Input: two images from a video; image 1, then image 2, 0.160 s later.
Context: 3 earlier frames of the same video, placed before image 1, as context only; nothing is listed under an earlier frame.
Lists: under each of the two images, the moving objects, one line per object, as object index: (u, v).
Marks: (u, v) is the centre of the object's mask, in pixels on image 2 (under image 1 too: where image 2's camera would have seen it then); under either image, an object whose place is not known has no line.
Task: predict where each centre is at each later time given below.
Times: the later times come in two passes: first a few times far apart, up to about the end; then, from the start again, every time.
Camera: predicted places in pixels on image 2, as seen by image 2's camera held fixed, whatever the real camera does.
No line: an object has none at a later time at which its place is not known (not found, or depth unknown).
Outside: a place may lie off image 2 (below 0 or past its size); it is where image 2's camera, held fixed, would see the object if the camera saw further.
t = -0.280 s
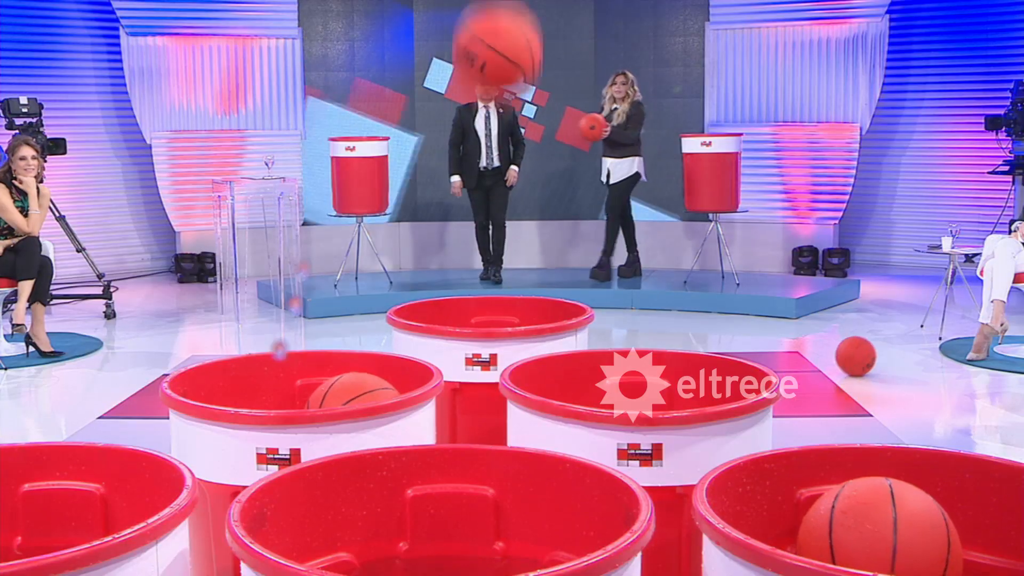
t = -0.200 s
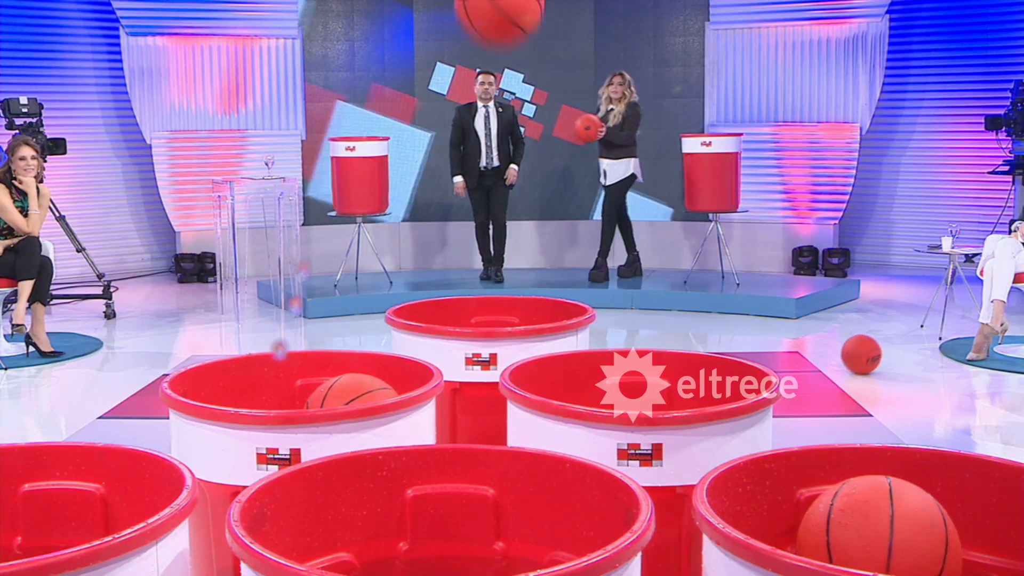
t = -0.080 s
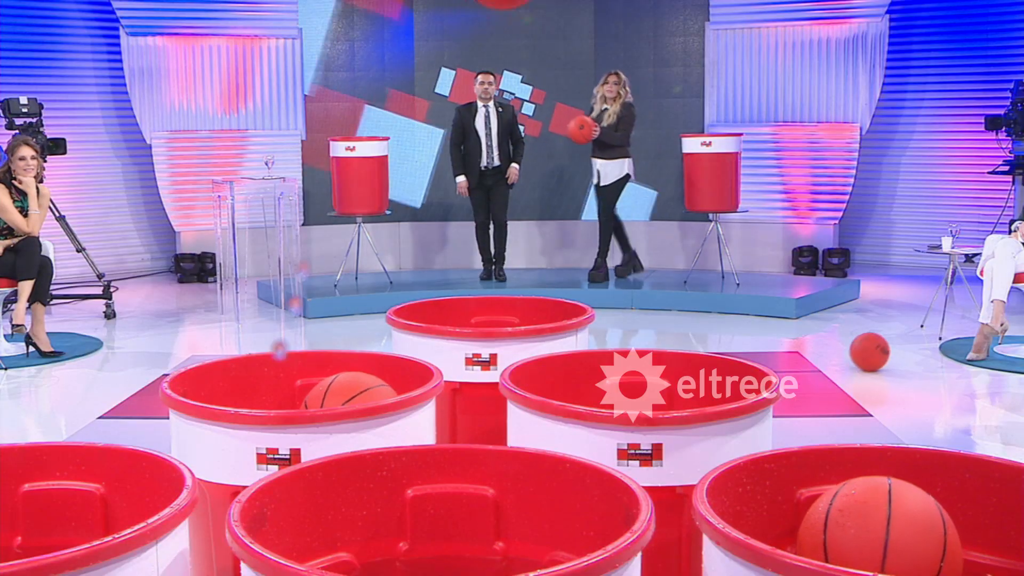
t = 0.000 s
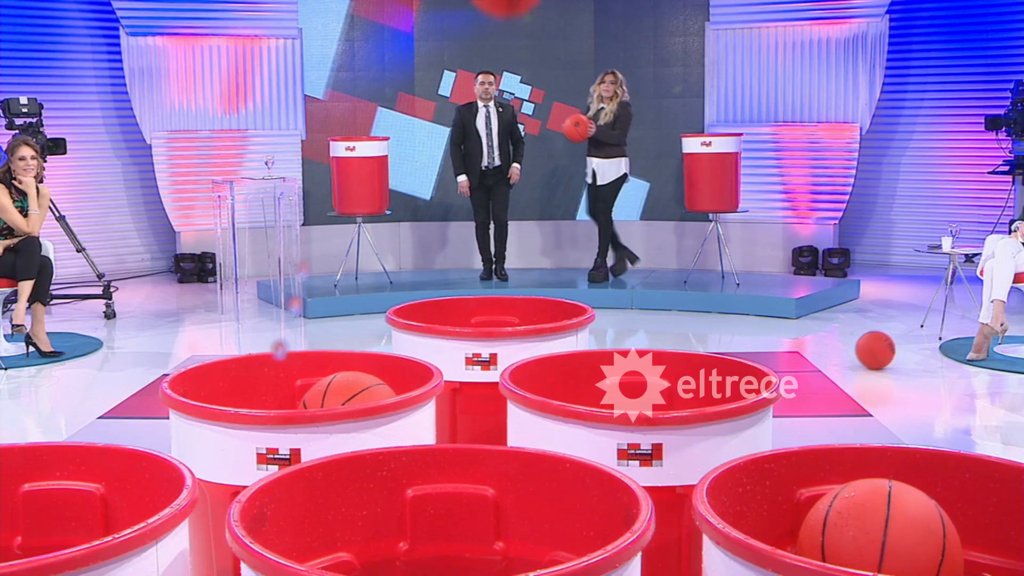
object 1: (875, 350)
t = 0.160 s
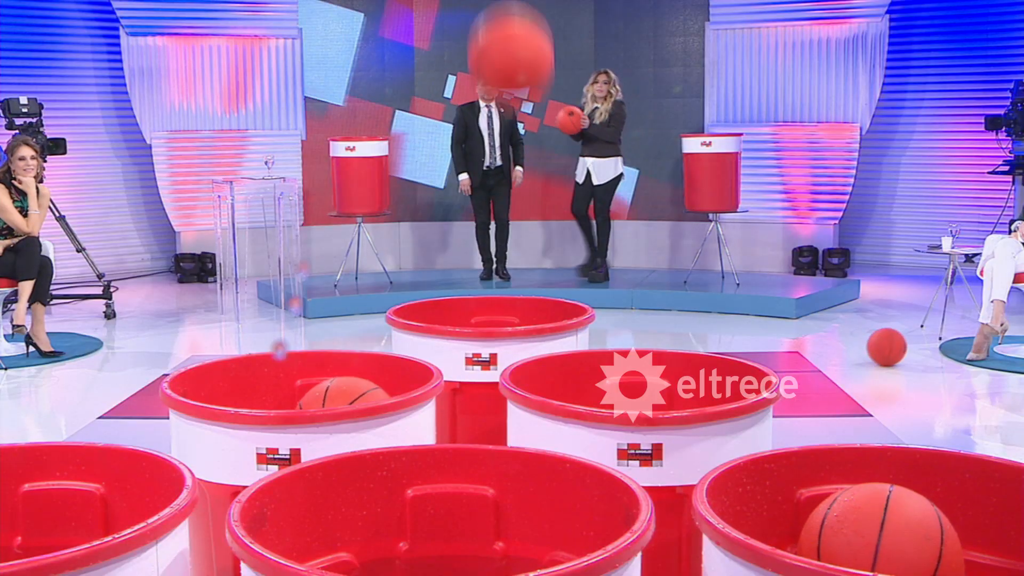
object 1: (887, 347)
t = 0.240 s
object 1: (892, 345)
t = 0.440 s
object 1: (907, 342)
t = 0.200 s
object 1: (889, 346)
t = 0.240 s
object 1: (892, 345)
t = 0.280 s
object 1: (895, 345)
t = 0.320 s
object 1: (898, 344)
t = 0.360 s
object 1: (901, 343)
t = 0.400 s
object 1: (904, 343)
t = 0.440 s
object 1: (907, 342)
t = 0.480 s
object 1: (909, 342)
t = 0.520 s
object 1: (912, 341)
